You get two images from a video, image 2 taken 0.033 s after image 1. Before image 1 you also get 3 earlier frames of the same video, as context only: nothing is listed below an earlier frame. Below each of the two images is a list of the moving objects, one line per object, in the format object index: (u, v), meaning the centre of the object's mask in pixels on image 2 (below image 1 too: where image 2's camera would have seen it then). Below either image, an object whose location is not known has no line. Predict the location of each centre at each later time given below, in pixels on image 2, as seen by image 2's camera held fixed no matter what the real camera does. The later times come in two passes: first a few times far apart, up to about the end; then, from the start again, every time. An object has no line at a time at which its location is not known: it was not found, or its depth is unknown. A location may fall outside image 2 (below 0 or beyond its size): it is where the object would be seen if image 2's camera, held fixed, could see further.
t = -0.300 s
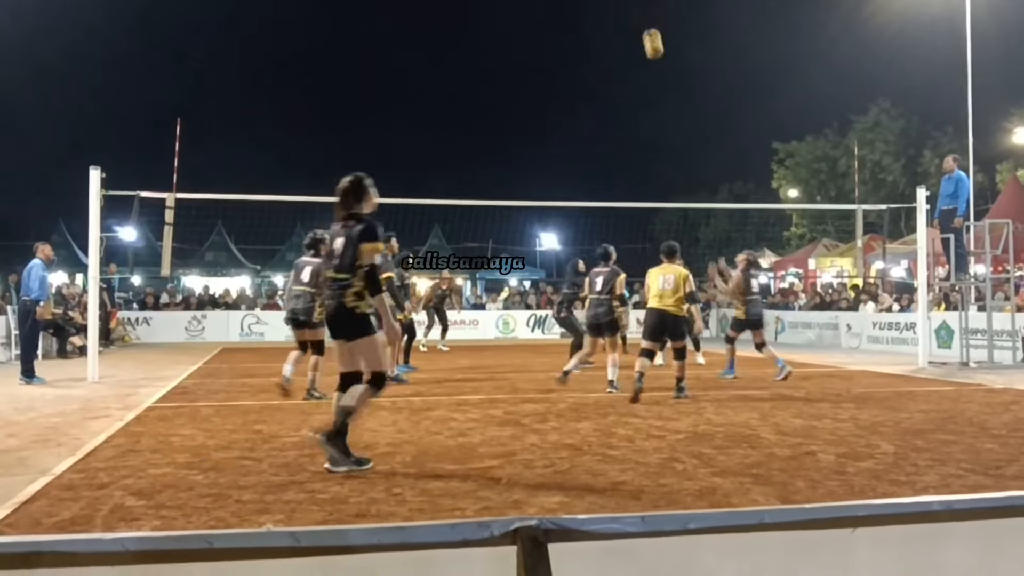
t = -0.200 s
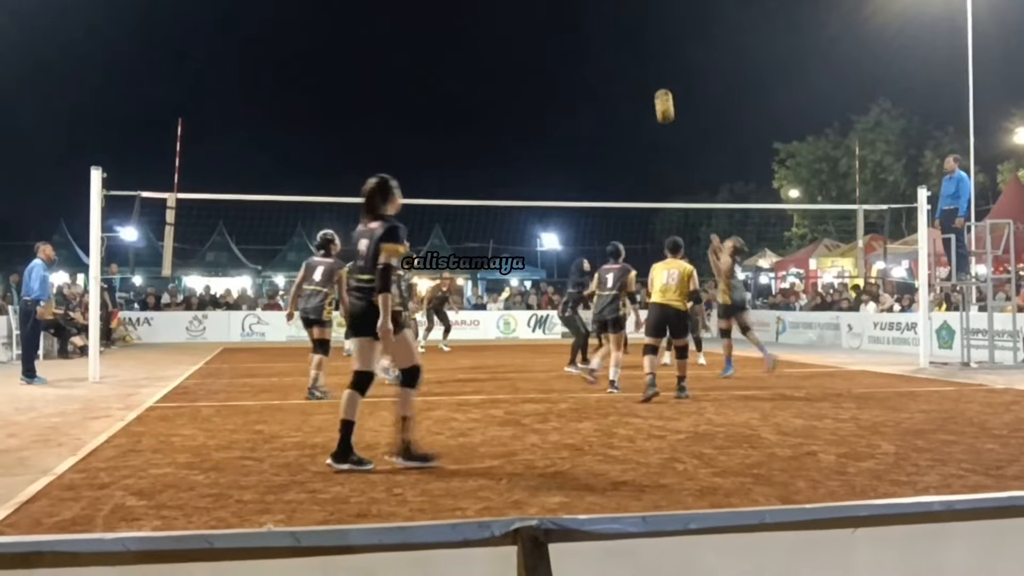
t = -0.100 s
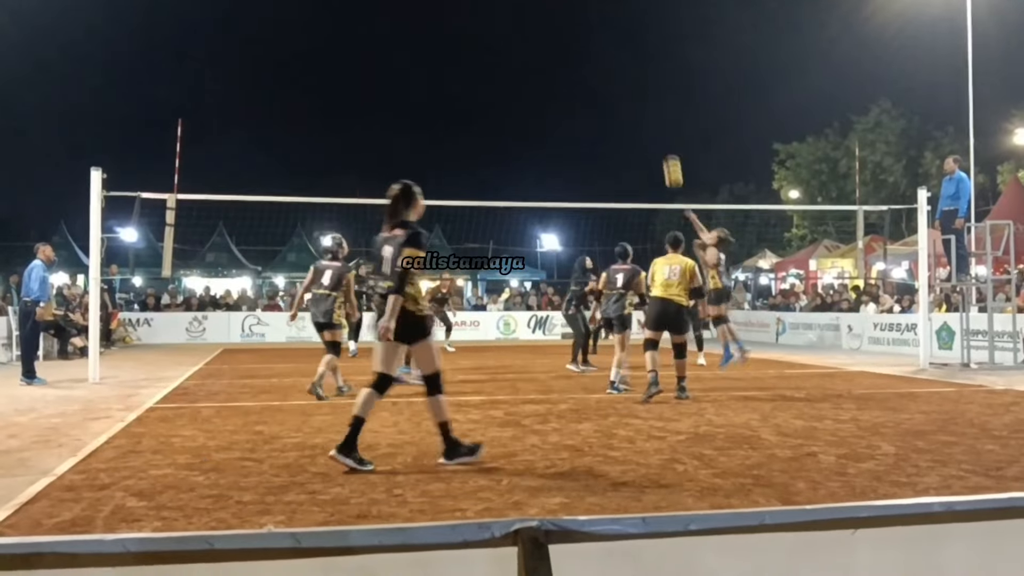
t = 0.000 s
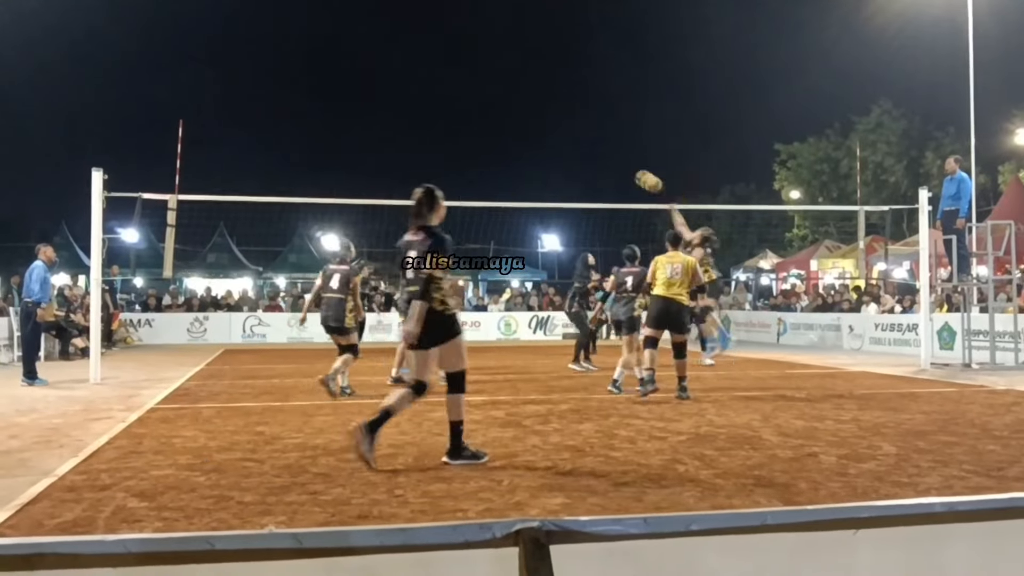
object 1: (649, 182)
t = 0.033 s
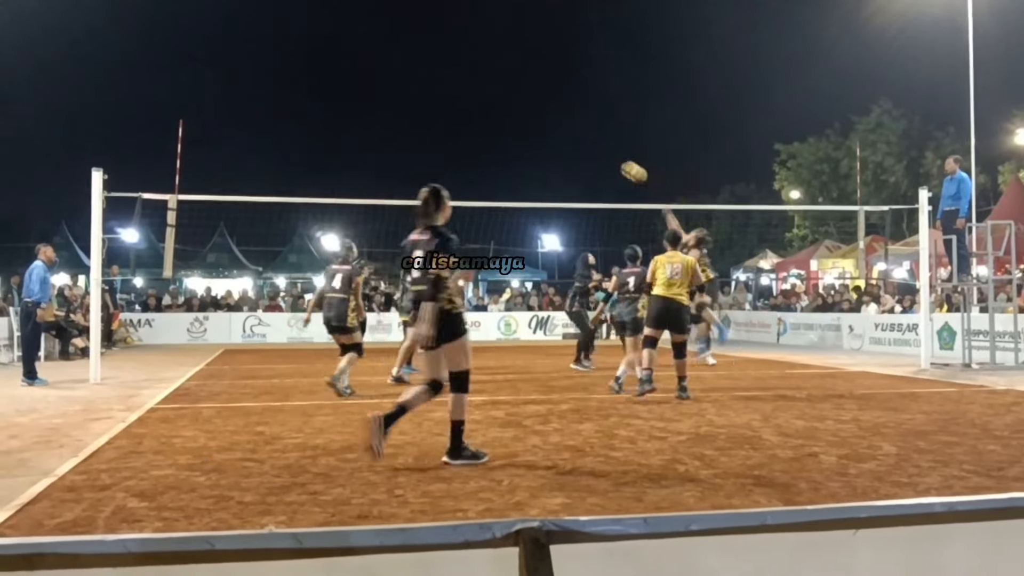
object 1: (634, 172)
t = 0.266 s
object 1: (538, 131)
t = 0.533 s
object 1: (450, 134)
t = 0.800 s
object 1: (382, 176)
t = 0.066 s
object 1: (620, 164)
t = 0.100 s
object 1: (604, 155)
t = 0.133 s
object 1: (590, 148)
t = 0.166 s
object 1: (577, 143)
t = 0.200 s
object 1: (562, 137)
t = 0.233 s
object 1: (549, 134)
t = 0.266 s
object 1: (538, 131)
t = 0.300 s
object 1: (525, 129)
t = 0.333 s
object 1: (513, 128)
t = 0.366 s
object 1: (503, 127)
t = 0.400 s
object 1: (491, 127)
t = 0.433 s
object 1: (480, 128)
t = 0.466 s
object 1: (470, 130)
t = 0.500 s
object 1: (459, 132)
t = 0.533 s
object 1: (450, 134)
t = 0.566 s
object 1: (441, 138)
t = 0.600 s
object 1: (431, 142)
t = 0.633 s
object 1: (423, 146)
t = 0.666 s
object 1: (414, 151)
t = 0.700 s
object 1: (405, 156)
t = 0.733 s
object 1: (398, 162)
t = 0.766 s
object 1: (390, 168)
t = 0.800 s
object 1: (382, 176)
